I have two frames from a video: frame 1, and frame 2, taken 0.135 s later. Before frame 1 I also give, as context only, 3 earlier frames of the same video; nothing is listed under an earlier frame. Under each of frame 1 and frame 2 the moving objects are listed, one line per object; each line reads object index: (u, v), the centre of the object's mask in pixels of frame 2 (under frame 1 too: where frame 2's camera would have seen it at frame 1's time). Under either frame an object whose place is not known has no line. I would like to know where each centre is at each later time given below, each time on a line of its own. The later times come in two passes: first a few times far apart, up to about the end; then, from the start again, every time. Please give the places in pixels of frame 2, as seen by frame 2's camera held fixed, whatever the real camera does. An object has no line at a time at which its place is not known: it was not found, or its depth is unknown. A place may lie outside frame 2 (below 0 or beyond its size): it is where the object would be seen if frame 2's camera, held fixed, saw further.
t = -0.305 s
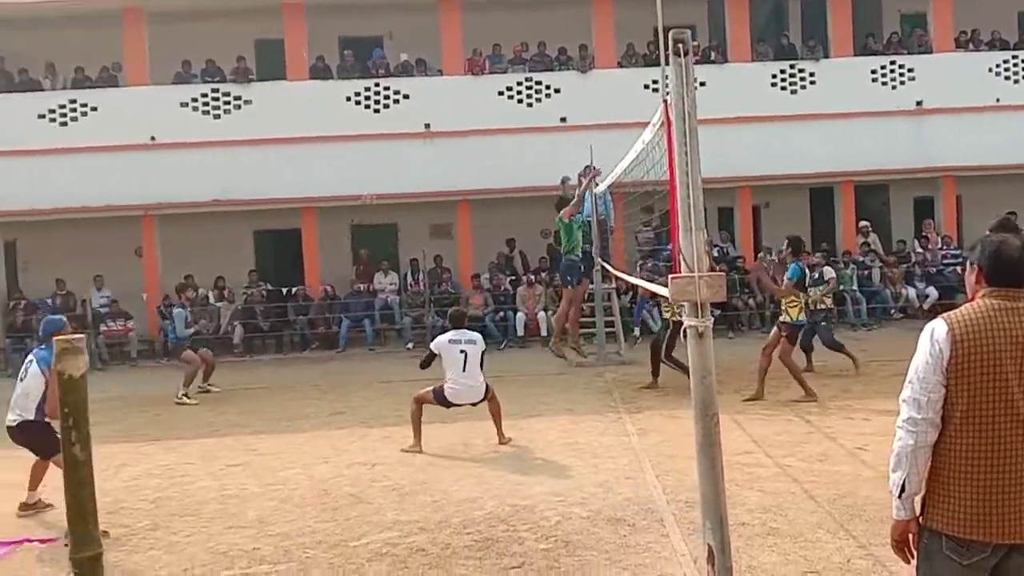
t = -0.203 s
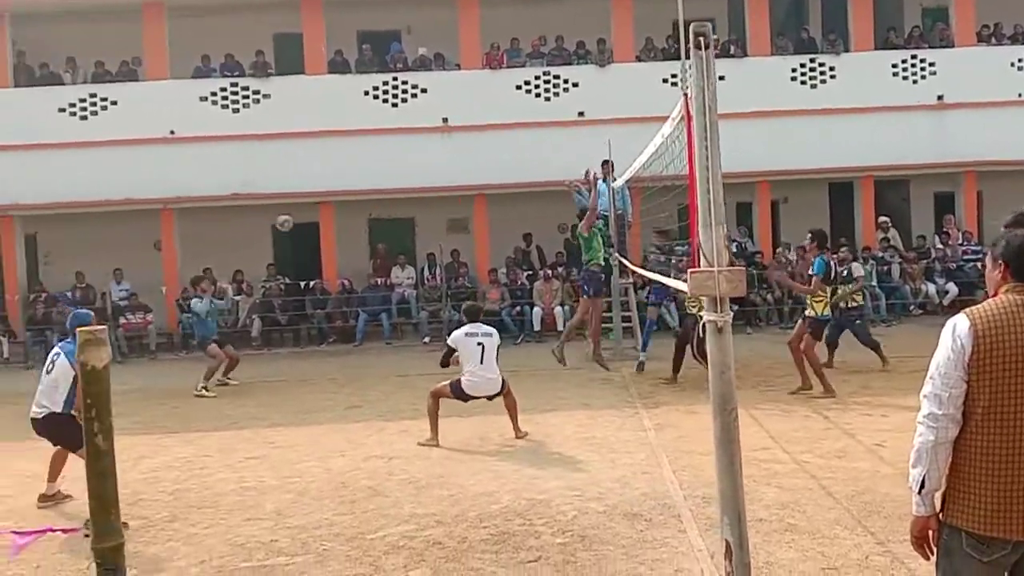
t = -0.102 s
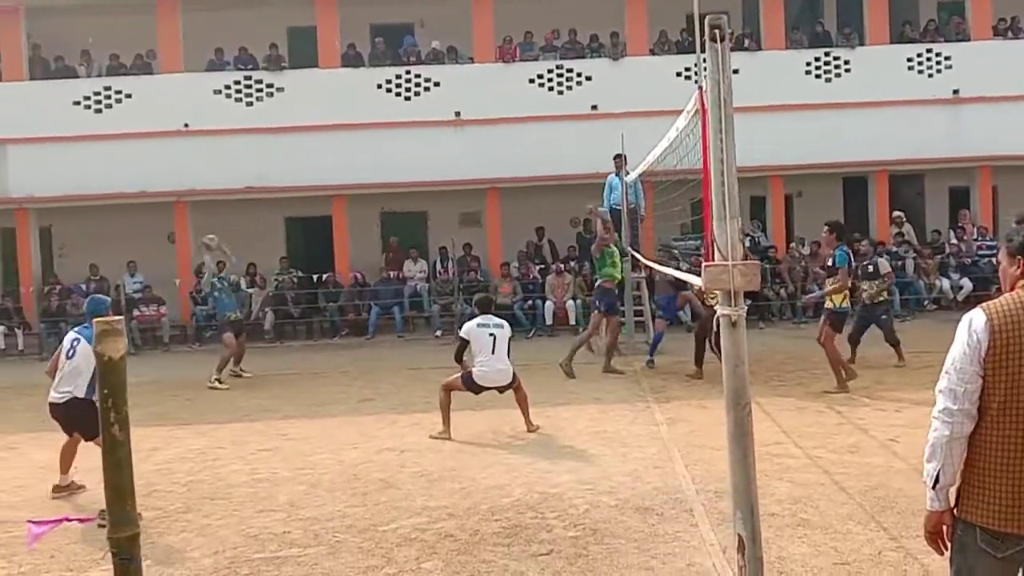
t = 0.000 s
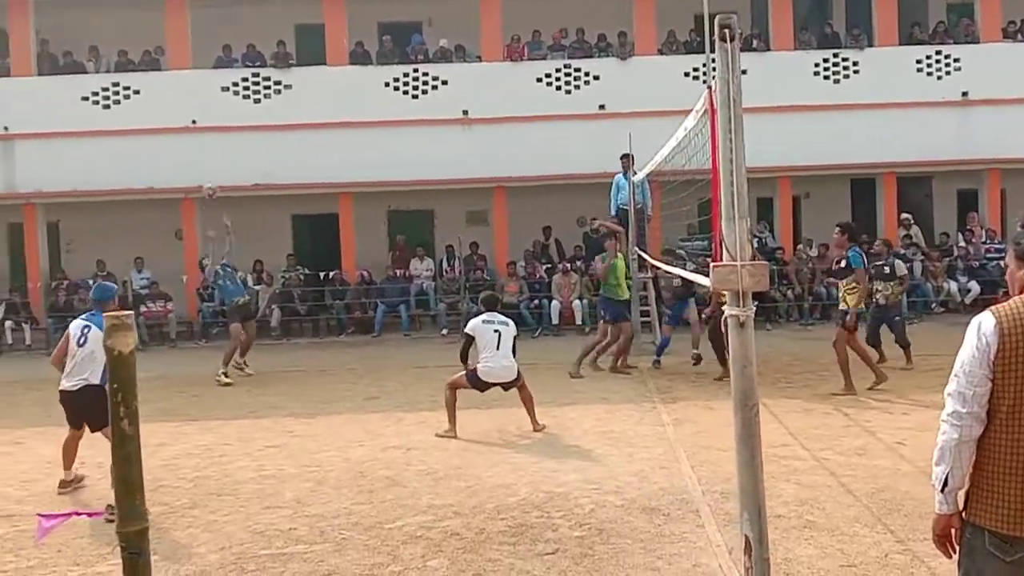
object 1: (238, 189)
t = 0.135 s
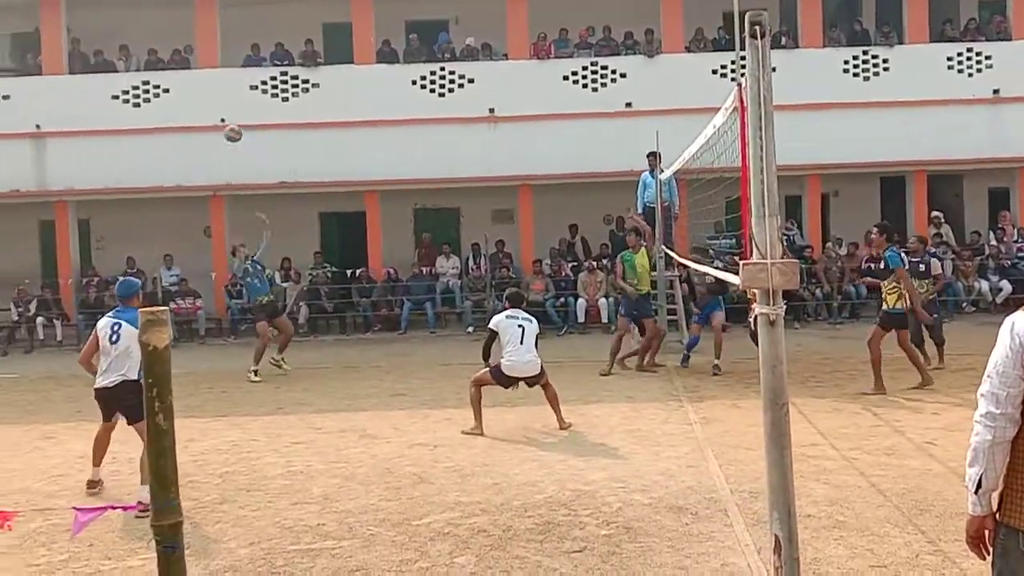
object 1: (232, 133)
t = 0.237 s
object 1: (228, 98)
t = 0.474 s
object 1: (218, 37)
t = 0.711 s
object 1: (206, 21)
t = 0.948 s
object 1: (193, 67)
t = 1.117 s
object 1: (180, 146)
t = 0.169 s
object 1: (231, 121)
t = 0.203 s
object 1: (230, 110)
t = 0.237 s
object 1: (228, 98)
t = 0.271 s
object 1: (227, 86)
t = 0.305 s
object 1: (226, 77)
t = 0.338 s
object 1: (225, 66)
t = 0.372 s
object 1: (224, 58)
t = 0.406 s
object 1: (222, 49)
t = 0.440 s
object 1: (219, 42)
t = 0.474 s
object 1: (218, 37)
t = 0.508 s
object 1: (216, 32)
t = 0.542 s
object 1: (214, 27)
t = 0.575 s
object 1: (213, 23)
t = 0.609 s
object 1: (211, 22)
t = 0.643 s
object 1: (209, 21)
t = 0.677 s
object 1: (208, 21)
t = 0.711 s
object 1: (206, 21)
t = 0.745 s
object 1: (203, 24)
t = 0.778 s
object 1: (202, 27)
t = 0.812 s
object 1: (200, 32)
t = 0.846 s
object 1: (197, 40)
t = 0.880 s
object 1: (195, 46)
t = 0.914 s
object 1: (193, 54)
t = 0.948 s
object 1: (193, 67)
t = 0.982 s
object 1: (191, 80)
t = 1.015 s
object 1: (189, 95)
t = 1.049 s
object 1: (187, 110)
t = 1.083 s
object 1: (182, 127)
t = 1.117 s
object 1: (180, 146)
